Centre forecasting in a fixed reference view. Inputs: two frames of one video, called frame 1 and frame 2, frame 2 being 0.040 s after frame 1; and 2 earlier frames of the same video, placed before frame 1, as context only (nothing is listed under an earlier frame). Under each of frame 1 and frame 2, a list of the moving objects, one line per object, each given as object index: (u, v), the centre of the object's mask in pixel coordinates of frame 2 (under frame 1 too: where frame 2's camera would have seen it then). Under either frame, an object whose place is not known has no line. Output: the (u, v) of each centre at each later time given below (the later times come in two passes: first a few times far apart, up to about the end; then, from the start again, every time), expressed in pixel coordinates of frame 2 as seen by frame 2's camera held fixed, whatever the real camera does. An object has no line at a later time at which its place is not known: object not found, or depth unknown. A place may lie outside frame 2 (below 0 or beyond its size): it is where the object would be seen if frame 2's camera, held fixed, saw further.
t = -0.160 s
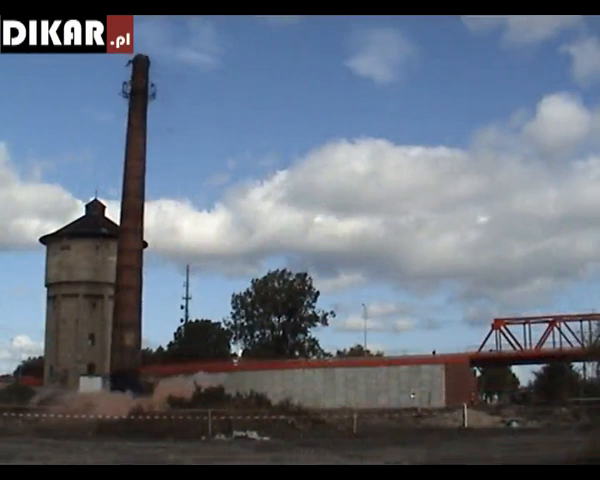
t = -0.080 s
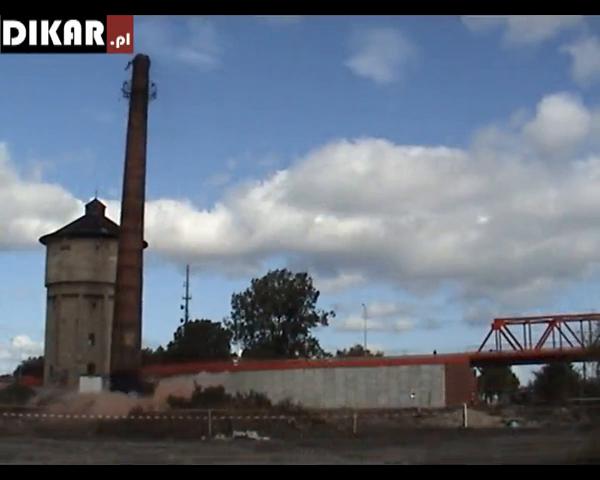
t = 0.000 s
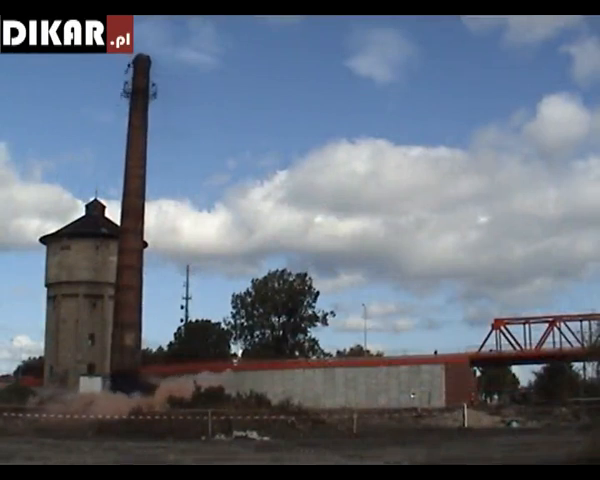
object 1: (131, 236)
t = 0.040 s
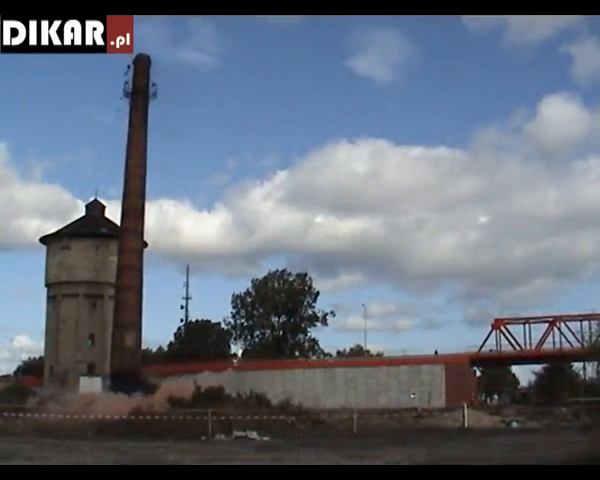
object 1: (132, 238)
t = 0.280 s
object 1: (132, 237)
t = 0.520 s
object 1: (134, 237)
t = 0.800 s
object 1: (135, 237)
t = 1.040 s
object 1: (137, 235)
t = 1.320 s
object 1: (139, 232)
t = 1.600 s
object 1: (142, 230)
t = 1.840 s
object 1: (145, 226)
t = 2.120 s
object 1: (150, 223)
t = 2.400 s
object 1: (156, 224)
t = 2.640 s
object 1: (162, 227)
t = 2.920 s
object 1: (172, 228)
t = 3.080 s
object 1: (179, 228)
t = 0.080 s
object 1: (132, 236)
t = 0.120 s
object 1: (132, 237)
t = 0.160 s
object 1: (132, 236)
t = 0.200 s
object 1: (132, 237)
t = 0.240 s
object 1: (132, 238)
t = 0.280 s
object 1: (132, 237)
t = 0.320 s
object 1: (133, 238)
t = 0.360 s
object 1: (133, 238)
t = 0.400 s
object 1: (133, 238)
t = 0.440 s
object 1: (133, 238)
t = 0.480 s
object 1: (134, 238)
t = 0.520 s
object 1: (134, 237)
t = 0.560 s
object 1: (134, 237)
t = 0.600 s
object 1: (134, 237)
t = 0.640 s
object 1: (134, 237)
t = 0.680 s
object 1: (135, 237)
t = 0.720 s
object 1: (135, 237)
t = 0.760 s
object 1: (135, 238)
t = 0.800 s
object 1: (135, 237)
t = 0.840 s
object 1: (136, 237)
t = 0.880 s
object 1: (136, 234)
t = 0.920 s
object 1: (136, 234)
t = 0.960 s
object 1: (136, 235)
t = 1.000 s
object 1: (136, 235)
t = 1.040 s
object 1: (137, 235)
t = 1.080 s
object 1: (137, 233)
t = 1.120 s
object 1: (137, 233)
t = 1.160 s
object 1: (137, 232)
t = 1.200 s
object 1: (138, 233)
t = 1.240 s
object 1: (138, 232)
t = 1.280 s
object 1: (138, 232)
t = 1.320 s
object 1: (139, 232)
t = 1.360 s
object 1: (139, 232)
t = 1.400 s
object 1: (140, 231)
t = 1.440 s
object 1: (140, 231)
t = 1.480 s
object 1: (141, 230)
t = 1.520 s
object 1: (141, 228)
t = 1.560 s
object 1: (141, 230)
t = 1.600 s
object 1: (142, 230)
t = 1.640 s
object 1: (143, 229)
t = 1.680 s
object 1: (143, 229)
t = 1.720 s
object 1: (144, 229)
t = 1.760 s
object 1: (144, 228)
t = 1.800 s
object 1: (145, 228)
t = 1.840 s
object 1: (145, 226)
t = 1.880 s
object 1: (146, 227)
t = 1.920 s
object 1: (147, 224)
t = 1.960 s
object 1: (147, 227)
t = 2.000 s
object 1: (148, 228)
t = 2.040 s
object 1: (148, 227)
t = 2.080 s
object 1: (149, 227)
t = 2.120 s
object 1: (150, 223)
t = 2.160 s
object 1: (151, 226)
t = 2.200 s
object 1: (152, 223)
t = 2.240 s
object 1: (152, 224)
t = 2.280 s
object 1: (153, 228)
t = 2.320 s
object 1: (153, 228)
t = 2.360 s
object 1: (155, 224)
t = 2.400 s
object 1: (156, 224)
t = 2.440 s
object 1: (157, 225)
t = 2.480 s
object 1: (158, 226)
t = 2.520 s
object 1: (159, 226)
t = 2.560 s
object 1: (160, 227)
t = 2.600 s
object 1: (161, 227)
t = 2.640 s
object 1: (162, 227)
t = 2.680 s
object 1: (164, 227)
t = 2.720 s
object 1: (165, 226)
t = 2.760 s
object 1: (166, 227)
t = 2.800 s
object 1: (167, 227)
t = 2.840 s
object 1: (169, 227)
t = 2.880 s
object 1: (170, 228)
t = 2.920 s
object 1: (172, 228)
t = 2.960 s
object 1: (173, 228)
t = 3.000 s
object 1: (175, 228)
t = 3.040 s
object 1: (177, 228)
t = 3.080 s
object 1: (179, 228)
